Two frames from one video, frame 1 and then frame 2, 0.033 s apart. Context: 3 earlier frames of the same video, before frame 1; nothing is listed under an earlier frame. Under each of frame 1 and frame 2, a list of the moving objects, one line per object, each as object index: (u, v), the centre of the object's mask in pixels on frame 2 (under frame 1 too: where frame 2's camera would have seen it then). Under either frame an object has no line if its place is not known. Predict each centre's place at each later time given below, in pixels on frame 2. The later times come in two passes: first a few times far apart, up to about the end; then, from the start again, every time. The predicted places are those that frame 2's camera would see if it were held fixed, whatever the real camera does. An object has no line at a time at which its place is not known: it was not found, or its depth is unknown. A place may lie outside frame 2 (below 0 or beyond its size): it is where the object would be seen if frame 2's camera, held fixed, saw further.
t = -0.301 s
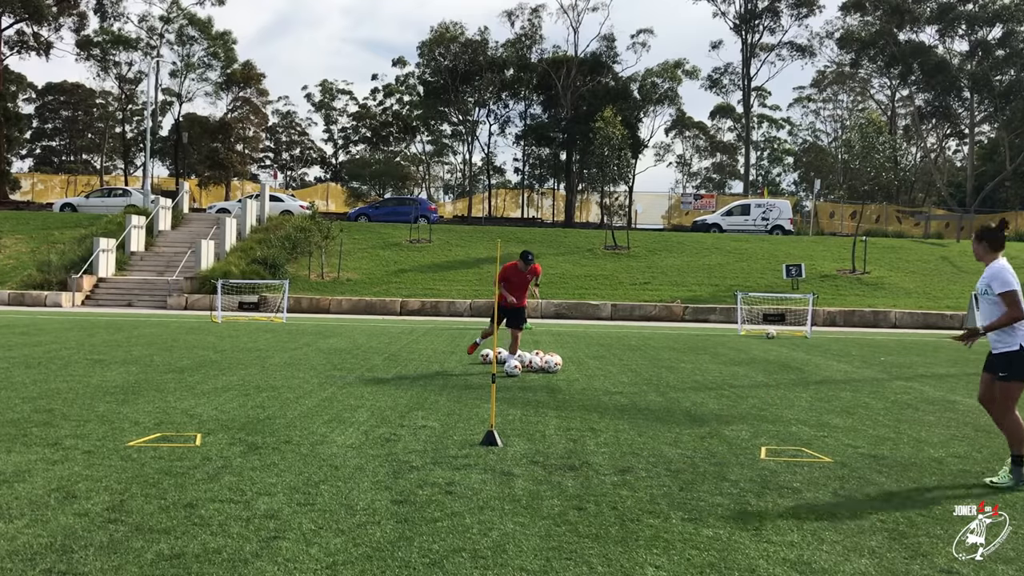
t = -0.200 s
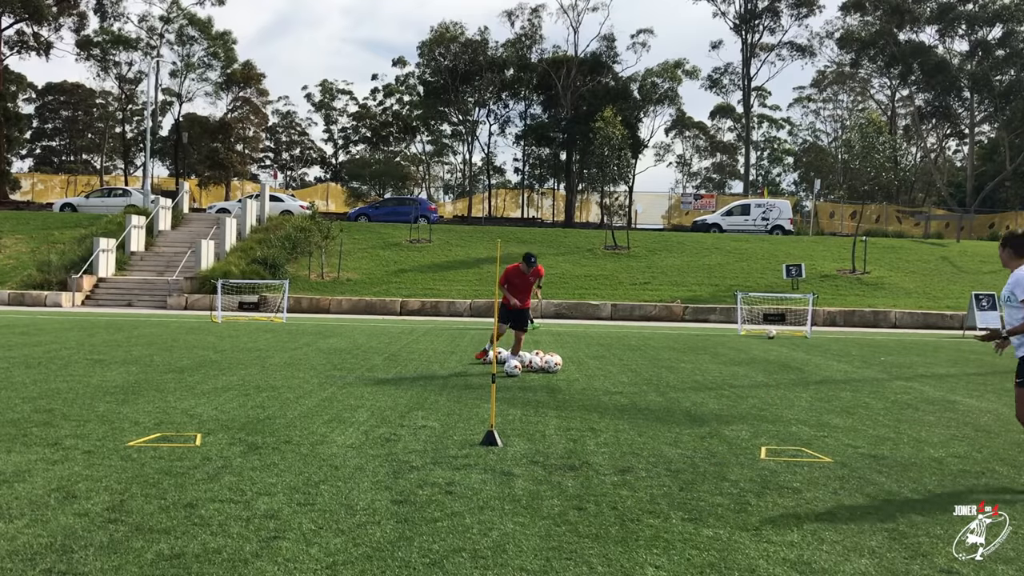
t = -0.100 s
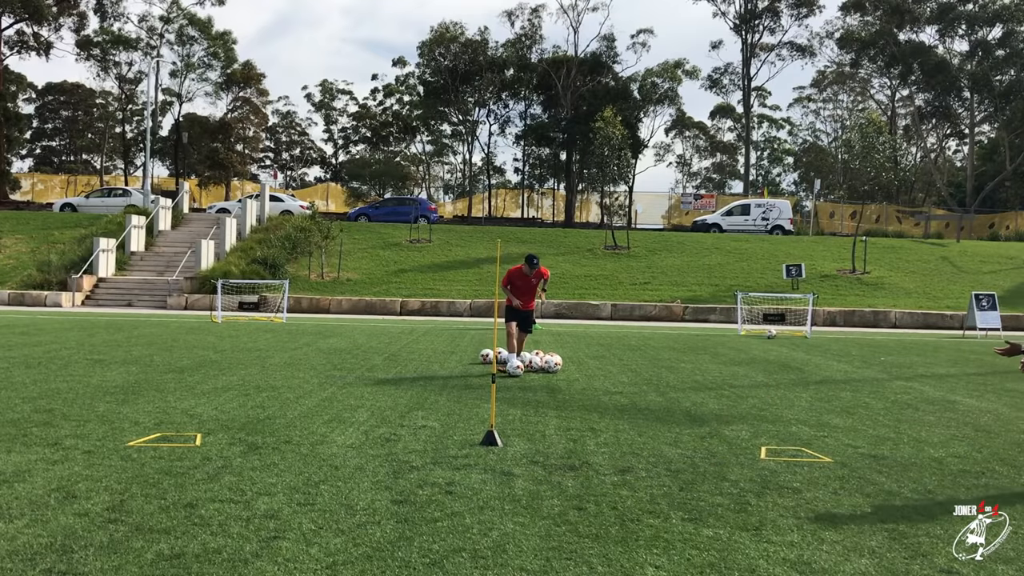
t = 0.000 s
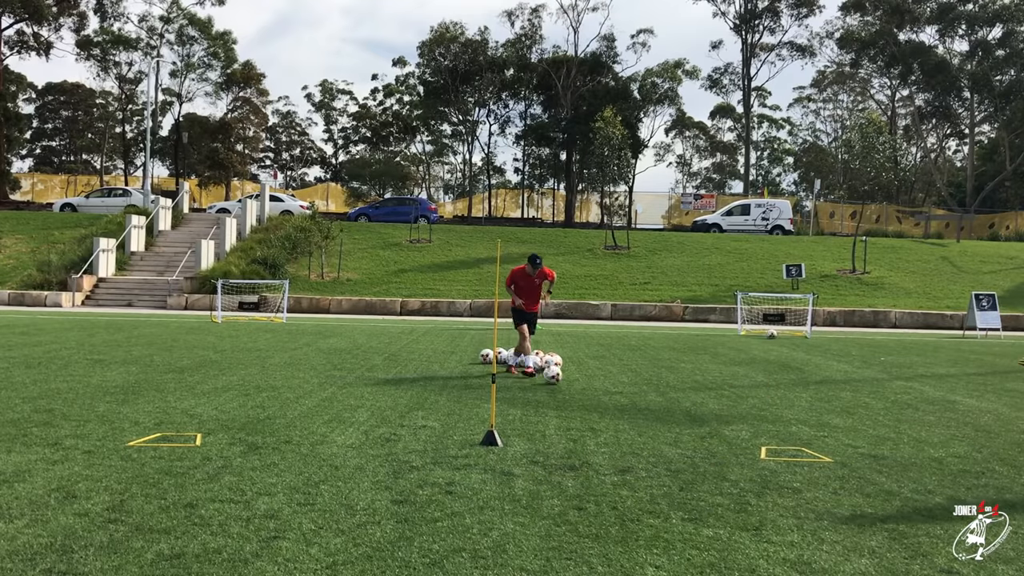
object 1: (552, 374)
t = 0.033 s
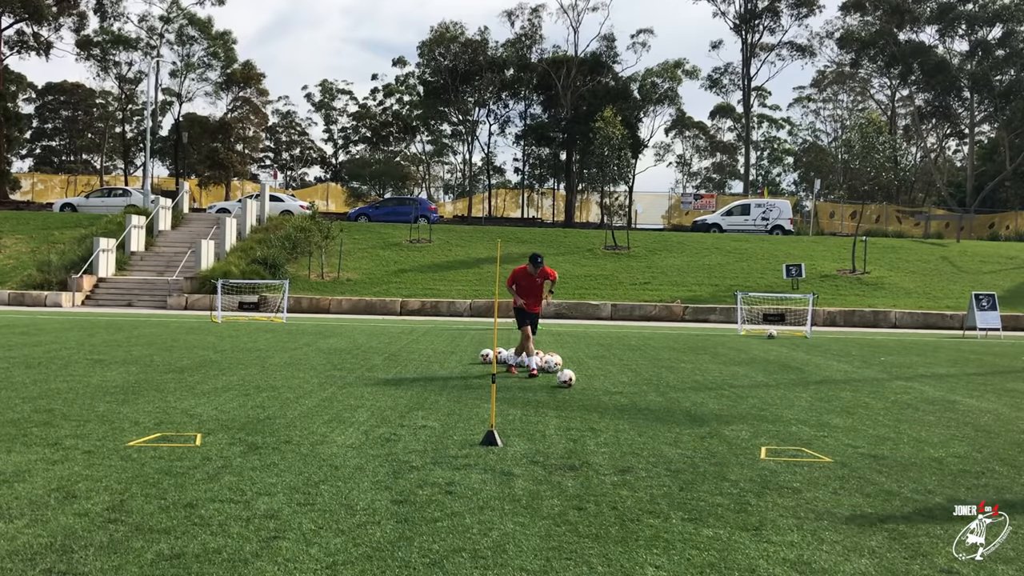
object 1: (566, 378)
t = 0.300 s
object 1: (675, 398)
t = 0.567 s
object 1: (790, 420)
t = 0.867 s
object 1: (935, 442)
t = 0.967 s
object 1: (991, 454)
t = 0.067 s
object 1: (579, 380)
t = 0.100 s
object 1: (592, 383)
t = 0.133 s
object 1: (606, 386)
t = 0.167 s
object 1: (619, 388)
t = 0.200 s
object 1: (633, 390)
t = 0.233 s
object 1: (647, 393)
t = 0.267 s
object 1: (661, 396)
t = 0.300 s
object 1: (675, 398)
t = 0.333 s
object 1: (690, 400)
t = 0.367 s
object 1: (704, 403)
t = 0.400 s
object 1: (719, 407)
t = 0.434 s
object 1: (732, 407)
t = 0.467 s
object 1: (746, 408)
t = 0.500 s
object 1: (761, 410)
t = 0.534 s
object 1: (775, 414)
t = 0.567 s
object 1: (790, 420)
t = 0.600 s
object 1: (805, 421)
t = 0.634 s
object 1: (819, 423)
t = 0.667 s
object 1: (835, 426)
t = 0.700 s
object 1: (851, 429)
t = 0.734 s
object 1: (867, 434)
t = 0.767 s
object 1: (883, 434)
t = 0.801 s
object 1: (900, 435)
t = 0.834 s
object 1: (917, 437)
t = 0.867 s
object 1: (935, 442)
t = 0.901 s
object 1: (953, 447)
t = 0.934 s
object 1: (972, 453)
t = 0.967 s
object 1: (991, 454)
